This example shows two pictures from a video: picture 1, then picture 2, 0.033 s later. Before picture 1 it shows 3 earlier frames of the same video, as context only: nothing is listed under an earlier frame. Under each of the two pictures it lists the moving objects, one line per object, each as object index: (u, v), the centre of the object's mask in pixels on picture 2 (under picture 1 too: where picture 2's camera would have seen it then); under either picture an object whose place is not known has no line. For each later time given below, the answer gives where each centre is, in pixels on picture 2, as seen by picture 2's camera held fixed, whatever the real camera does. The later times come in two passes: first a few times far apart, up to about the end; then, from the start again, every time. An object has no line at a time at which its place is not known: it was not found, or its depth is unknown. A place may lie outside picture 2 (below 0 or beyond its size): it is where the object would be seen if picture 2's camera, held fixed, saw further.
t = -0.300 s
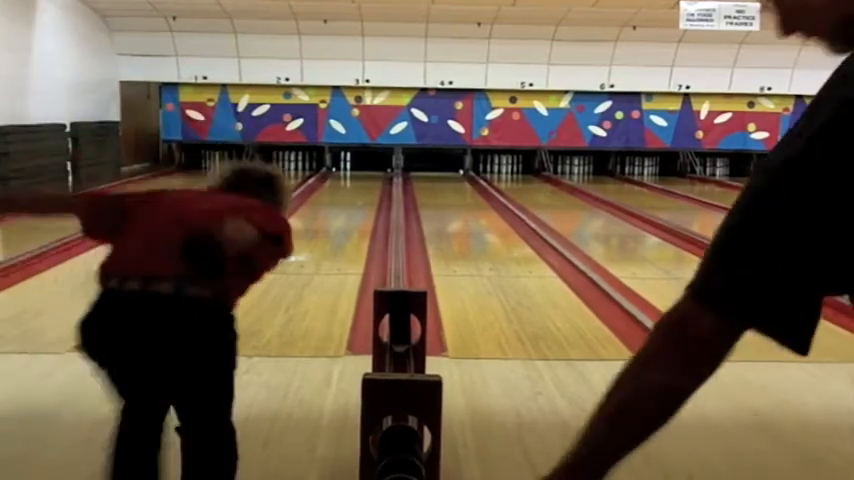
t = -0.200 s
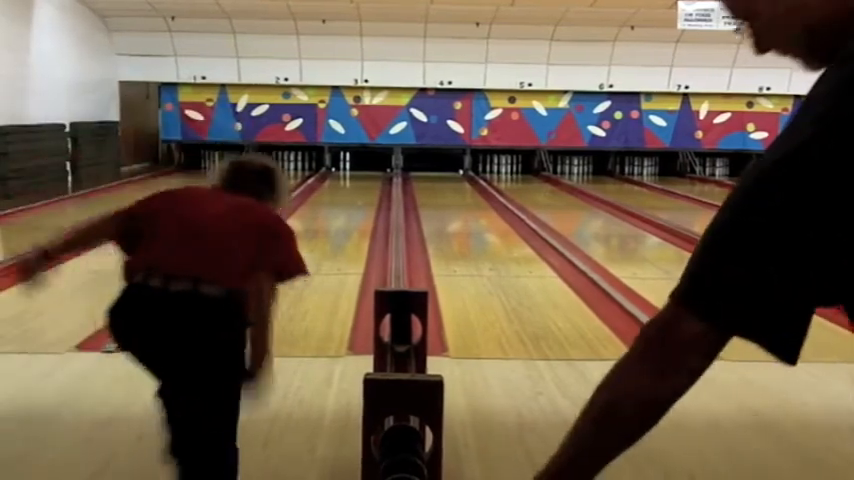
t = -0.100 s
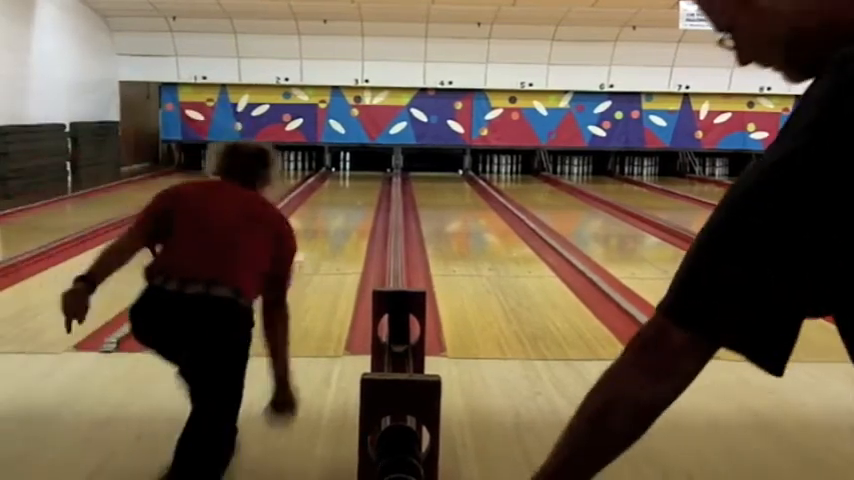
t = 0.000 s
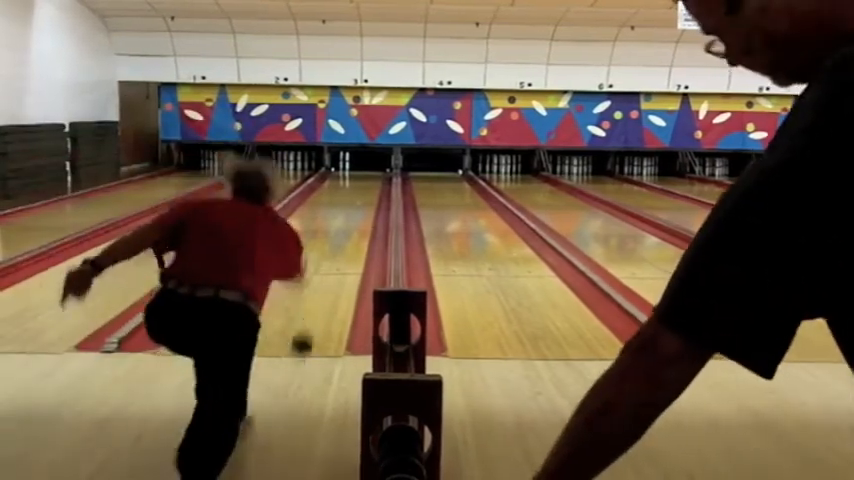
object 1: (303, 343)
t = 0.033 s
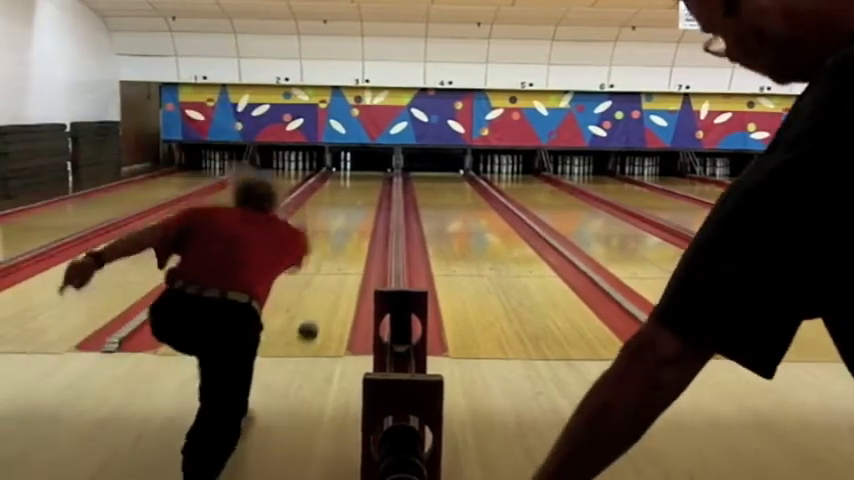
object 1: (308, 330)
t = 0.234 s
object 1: (326, 277)
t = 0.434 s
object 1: (335, 243)
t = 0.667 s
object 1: (342, 213)
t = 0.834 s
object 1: (345, 202)
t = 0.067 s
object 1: (311, 322)
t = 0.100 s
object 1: (313, 316)
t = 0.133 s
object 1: (316, 312)
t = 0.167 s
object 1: (320, 297)
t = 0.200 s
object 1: (323, 286)
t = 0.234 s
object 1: (326, 277)
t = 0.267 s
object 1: (327, 271)
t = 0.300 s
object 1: (329, 266)
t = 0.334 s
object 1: (330, 259)
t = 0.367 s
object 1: (331, 252)
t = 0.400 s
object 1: (333, 248)
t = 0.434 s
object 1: (335, 243)
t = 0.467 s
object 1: (337, 237)
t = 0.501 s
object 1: (338, 233)
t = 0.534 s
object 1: (338, 229)
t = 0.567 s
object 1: (338, 225)
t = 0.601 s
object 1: (339, 221)
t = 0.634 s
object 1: (341, 218)
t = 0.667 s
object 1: (342, 213)
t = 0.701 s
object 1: (344, 211)
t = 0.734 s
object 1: (343, 209)
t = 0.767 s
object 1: (344, 206)
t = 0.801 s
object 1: (344, 204)
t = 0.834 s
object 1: (345, 202)
